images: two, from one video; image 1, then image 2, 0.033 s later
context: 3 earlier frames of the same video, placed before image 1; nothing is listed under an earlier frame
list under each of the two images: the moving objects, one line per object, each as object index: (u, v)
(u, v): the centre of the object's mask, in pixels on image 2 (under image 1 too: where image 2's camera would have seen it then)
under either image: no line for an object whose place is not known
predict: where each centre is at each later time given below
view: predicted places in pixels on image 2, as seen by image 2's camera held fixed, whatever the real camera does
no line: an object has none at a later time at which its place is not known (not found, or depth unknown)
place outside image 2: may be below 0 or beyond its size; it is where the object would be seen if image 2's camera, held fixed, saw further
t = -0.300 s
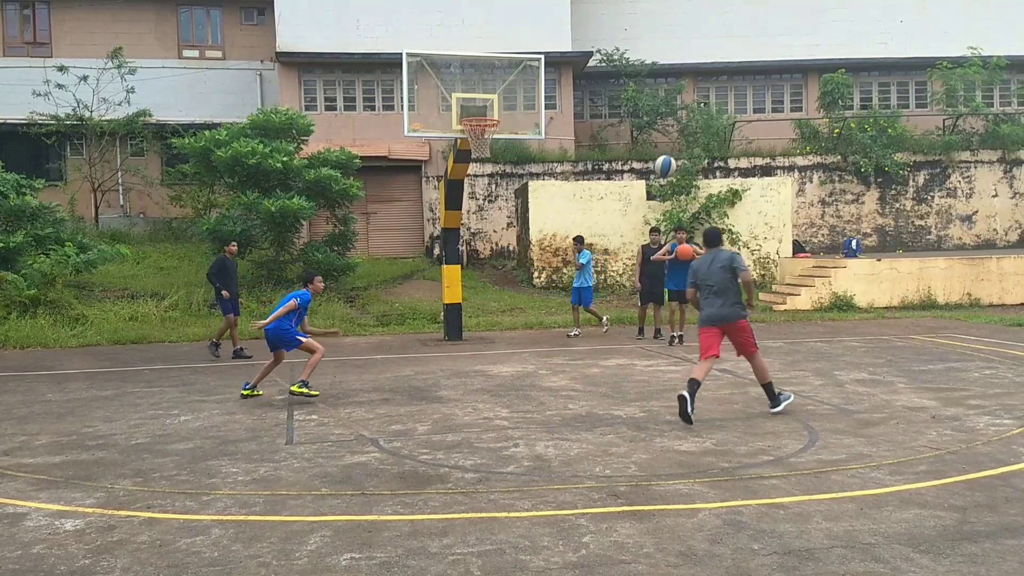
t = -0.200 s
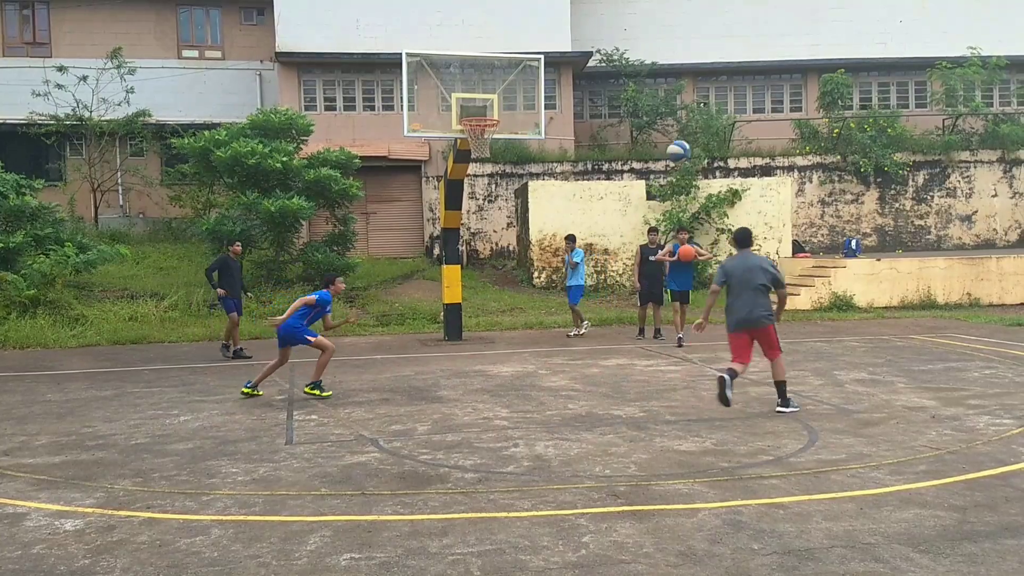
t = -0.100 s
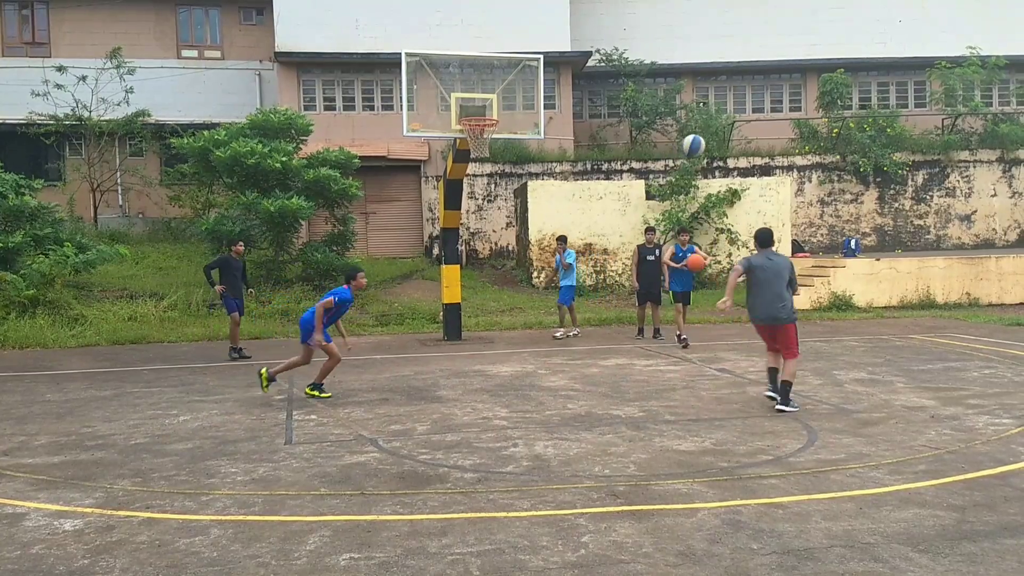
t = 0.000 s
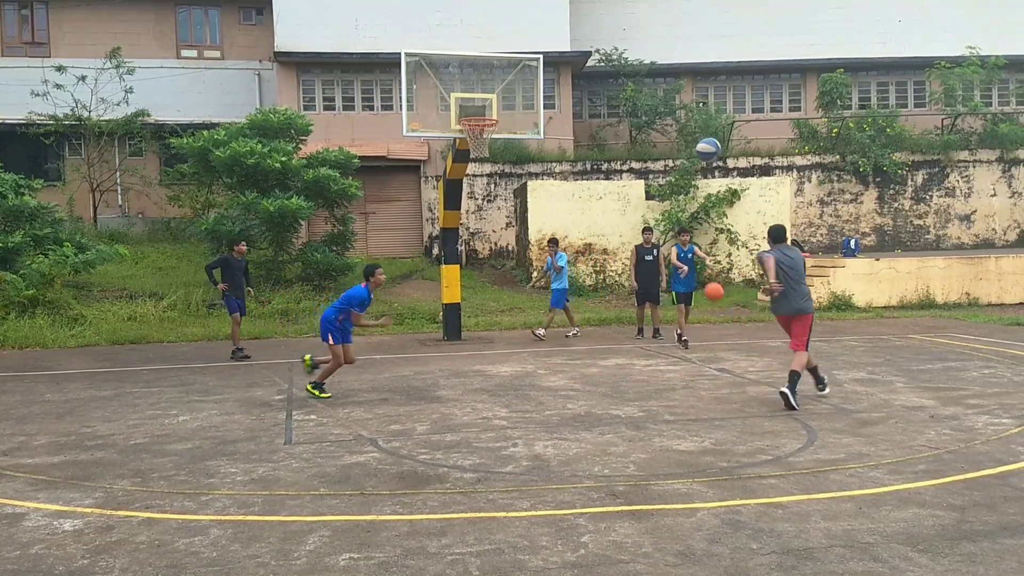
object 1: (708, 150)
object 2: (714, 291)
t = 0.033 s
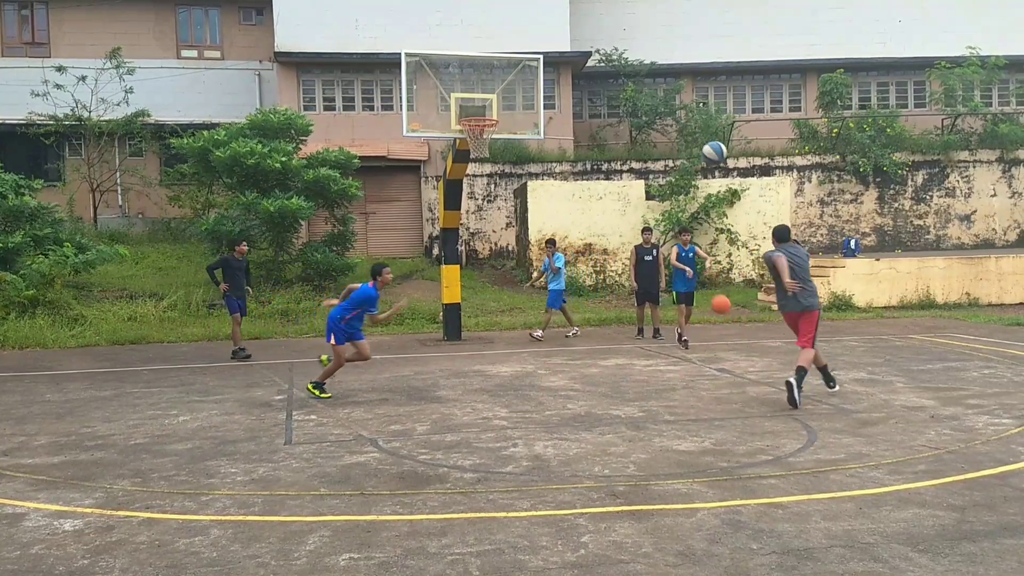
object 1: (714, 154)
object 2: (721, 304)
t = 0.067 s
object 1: (720, 157)
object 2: (728, 317)
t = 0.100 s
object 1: (725, 164)
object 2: (735, 332)
